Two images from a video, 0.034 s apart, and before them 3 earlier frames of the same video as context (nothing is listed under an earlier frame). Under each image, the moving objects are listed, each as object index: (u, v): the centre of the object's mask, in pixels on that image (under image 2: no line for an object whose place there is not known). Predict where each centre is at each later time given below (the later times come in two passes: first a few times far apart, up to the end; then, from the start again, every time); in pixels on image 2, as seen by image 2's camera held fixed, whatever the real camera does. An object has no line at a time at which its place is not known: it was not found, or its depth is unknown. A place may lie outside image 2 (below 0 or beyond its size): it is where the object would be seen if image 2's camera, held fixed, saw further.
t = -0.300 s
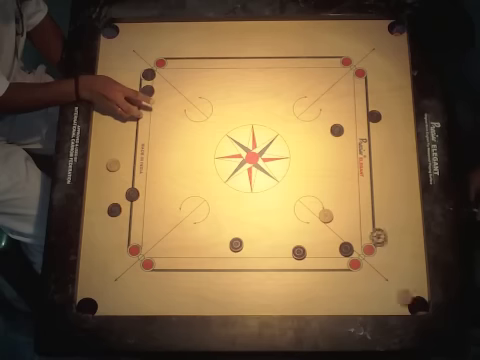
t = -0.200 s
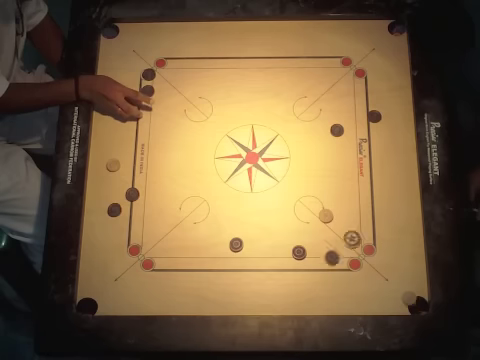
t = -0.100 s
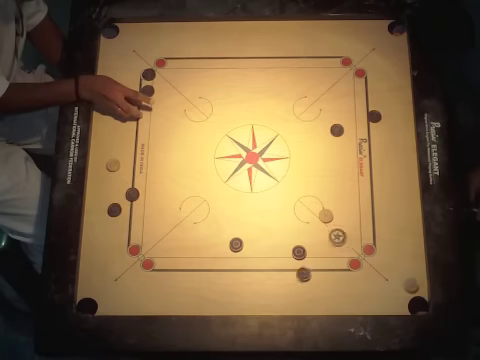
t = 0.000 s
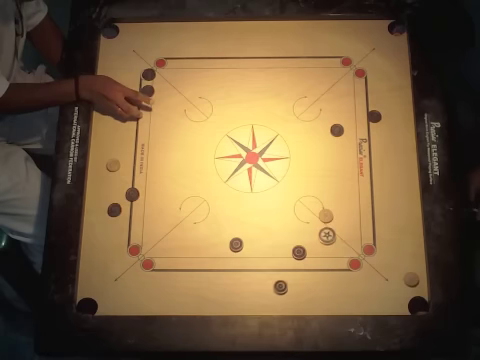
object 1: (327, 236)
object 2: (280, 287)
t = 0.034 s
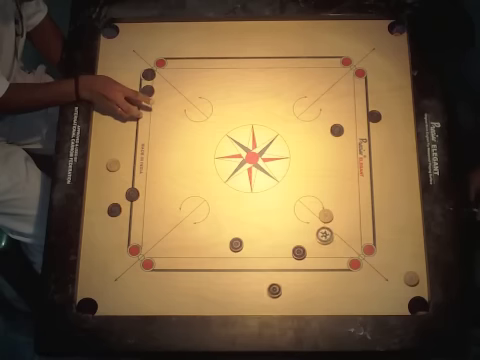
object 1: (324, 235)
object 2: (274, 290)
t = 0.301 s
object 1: (318, 235)
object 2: (252, 301)
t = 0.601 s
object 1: (318, 235)
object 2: (252, 301)
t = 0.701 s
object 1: (318, 235)
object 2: (252, 301)
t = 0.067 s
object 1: (322, 235)
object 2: (269, 293)
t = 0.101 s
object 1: (321, 235)
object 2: (264, 296)
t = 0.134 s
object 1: (320, 234)
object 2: (260, 297)
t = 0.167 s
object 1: (319, 234)
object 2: (257, 299)
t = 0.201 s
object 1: (319, 234)
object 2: (254, 300)
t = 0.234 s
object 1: (318, 235)
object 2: (253, 300)
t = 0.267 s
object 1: (318, 234)
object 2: (252, 301)
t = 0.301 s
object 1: (318, 235)
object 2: (252, 301)
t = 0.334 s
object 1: (318, 234)
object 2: (252, 301)
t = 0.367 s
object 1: (318, 234)
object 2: (252, 301)
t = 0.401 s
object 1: (318, 235)
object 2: (252, 301)
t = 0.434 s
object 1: (318, 235)
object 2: (252, 301)
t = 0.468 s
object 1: (318, 235)
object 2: (252, 301)
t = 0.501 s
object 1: (318, 235)
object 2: (252, 301)
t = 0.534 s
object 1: (318, 235)
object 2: (252, 301)
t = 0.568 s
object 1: (318, 235)
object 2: (252, 301)
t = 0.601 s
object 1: (318, 235)
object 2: (252, 301)
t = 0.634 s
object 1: (318, 235)
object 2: (252, 301)
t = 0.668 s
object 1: (318, 235)
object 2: (252, 301)
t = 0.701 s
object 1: (318, 235)
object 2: (252, 301)
